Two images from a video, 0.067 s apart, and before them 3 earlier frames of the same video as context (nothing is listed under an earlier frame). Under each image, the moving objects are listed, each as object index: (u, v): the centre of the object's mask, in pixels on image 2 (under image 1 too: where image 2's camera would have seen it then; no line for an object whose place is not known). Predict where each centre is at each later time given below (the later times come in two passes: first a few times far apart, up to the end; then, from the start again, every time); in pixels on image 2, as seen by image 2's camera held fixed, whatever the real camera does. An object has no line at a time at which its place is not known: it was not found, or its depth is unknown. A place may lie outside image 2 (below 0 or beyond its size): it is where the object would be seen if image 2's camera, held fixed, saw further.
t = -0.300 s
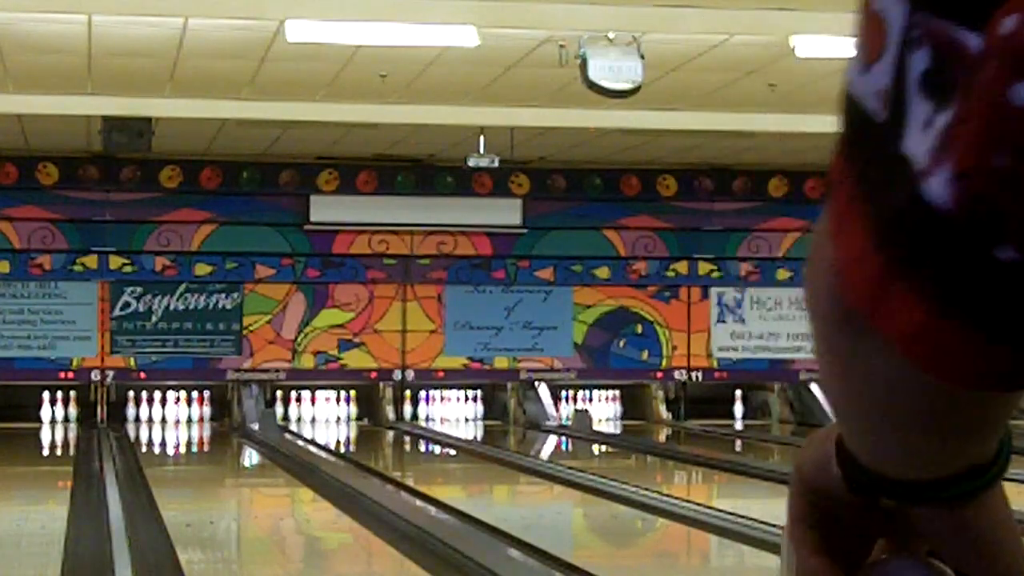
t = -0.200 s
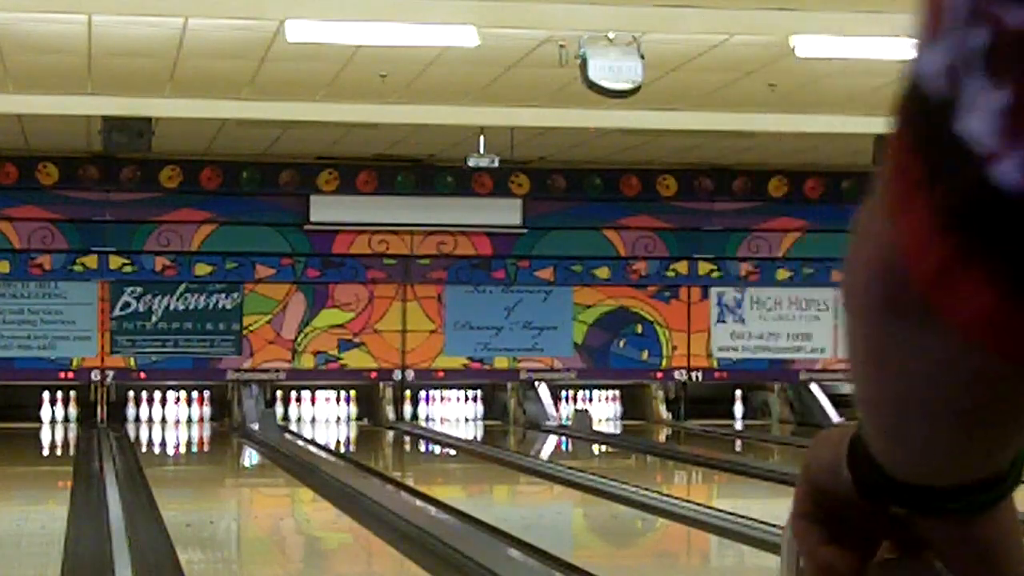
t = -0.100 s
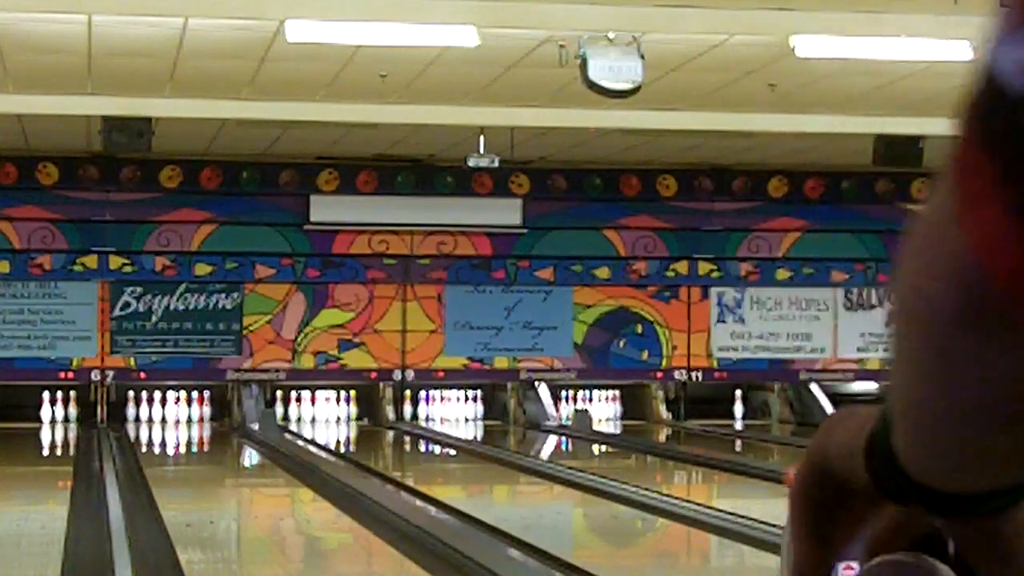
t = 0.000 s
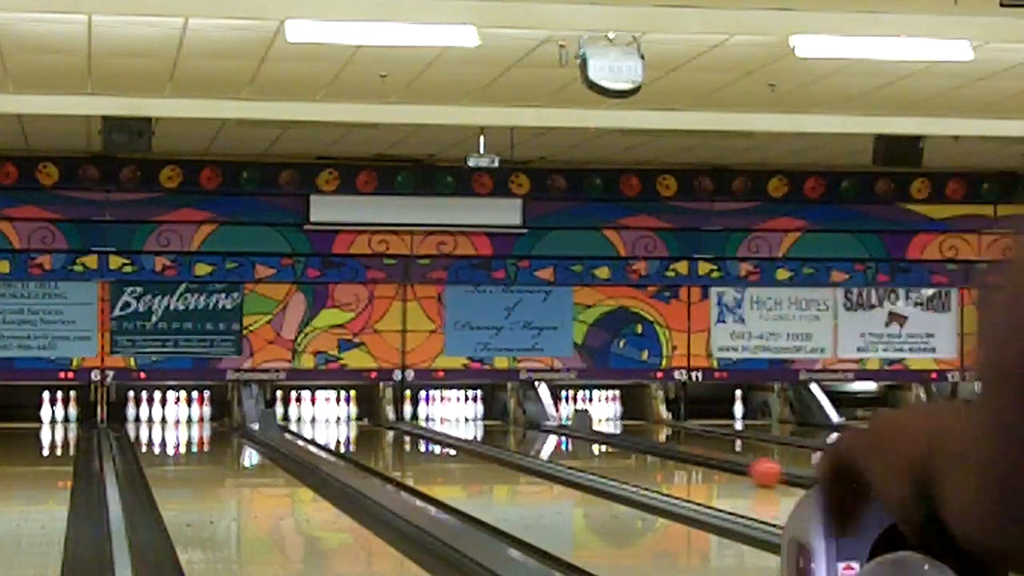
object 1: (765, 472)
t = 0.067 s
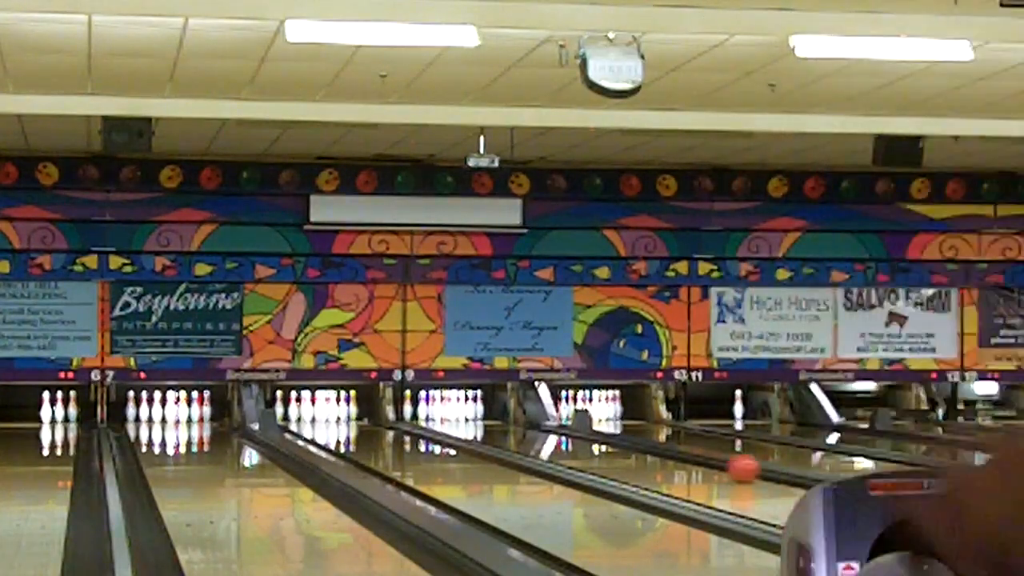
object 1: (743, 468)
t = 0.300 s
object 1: (675, 454)
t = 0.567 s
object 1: (614, 444)
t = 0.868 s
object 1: (557, 432)
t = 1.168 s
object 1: (513, 423)
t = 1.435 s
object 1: (481, 417)
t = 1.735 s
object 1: (460, 412)
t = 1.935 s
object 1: (459, 410)
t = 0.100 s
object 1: (733, 466)
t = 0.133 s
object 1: (722, 463)
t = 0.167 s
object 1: (712, 462)
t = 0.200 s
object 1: (703, 460)
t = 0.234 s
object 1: (693, 458)
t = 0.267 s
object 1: (684, 456)
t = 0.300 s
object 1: (675, 454)
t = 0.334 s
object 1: (667, 453)
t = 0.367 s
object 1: (658, 451)
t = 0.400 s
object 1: (651, 450)
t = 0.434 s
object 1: (642, 448)
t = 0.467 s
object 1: (634, 447)
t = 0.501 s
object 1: (628, 446)
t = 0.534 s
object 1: (621, 444)
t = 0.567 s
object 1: (614, 444)
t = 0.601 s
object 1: (608, 442)
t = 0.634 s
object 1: (599, 440)
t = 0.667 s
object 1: (592, 438)
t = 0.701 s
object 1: (586, 437)
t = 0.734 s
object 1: (581, 436)
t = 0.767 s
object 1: (576, 435)
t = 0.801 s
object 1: (568, 434)
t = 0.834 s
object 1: (564, 433)
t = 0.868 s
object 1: (557, 432)
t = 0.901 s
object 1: (551, 431)
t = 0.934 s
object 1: (546, 430)
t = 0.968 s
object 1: (541, 429)
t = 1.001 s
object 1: (535, 428)
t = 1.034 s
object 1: (531, 427)
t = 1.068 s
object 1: (526, 426)
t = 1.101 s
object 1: (522, 425)
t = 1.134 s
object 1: (518, 425)
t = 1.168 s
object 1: (513, 423)
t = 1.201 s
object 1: (508, 422)
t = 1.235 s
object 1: (503, 422)
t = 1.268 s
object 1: (500, 421)
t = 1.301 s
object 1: (496, 420)
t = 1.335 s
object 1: (493, 419)
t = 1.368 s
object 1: (490, 420)
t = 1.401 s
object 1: (484, 418)
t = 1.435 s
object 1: (481, 417)
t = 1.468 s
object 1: (475, 417)
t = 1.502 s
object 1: (473, 416)
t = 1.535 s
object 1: (469, 415)
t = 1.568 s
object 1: (466, 416)
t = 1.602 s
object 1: (462, 416)
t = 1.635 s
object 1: (461, 414)
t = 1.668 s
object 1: (460, 413)
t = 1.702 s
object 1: (461, 412)
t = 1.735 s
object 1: (460, 412)
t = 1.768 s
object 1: (461, 412)
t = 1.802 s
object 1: (460, 412)
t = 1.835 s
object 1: (459, 411)
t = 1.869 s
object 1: (460, 411)
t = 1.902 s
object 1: (459, 411)
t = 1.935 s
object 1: (459, 410)
